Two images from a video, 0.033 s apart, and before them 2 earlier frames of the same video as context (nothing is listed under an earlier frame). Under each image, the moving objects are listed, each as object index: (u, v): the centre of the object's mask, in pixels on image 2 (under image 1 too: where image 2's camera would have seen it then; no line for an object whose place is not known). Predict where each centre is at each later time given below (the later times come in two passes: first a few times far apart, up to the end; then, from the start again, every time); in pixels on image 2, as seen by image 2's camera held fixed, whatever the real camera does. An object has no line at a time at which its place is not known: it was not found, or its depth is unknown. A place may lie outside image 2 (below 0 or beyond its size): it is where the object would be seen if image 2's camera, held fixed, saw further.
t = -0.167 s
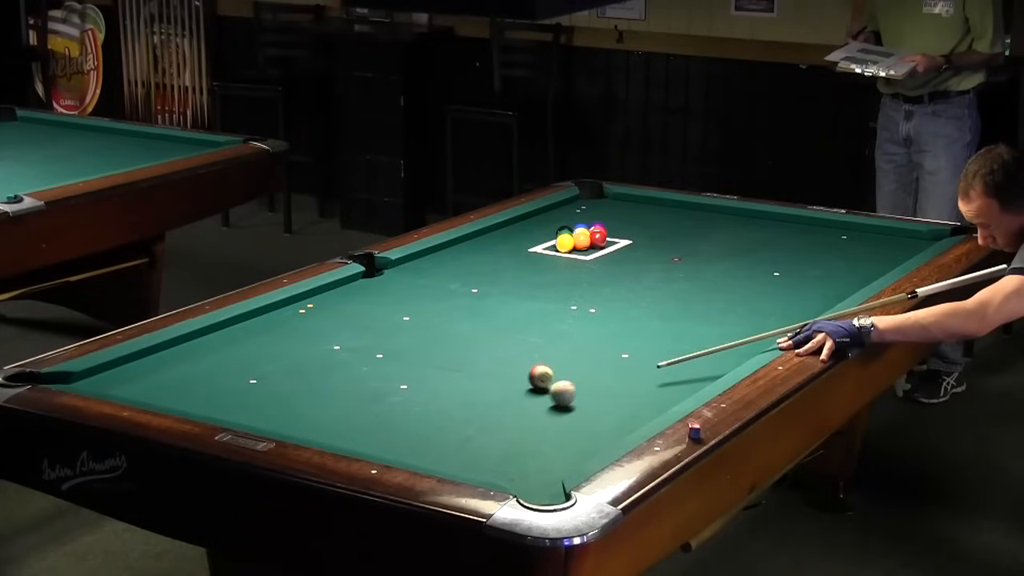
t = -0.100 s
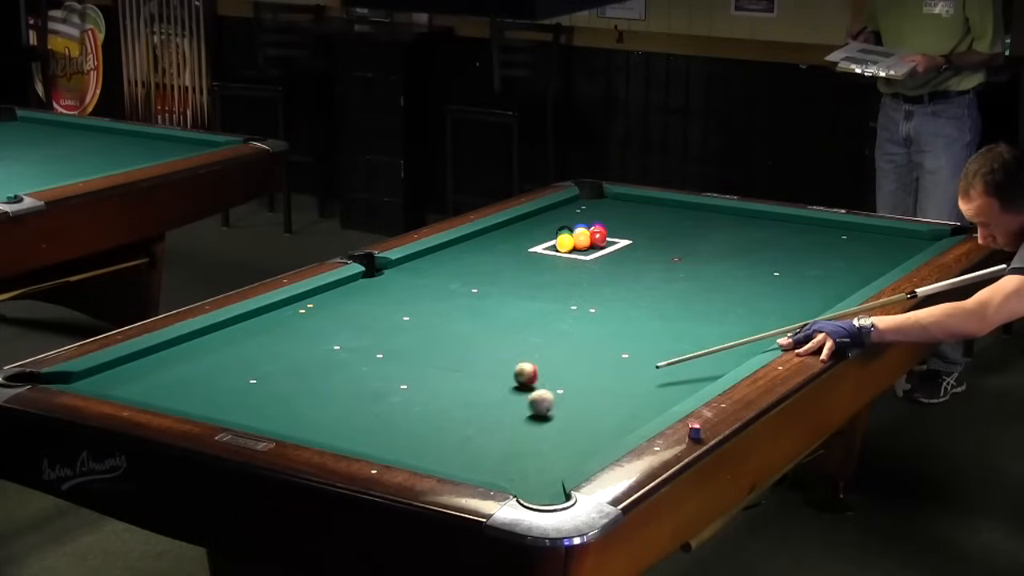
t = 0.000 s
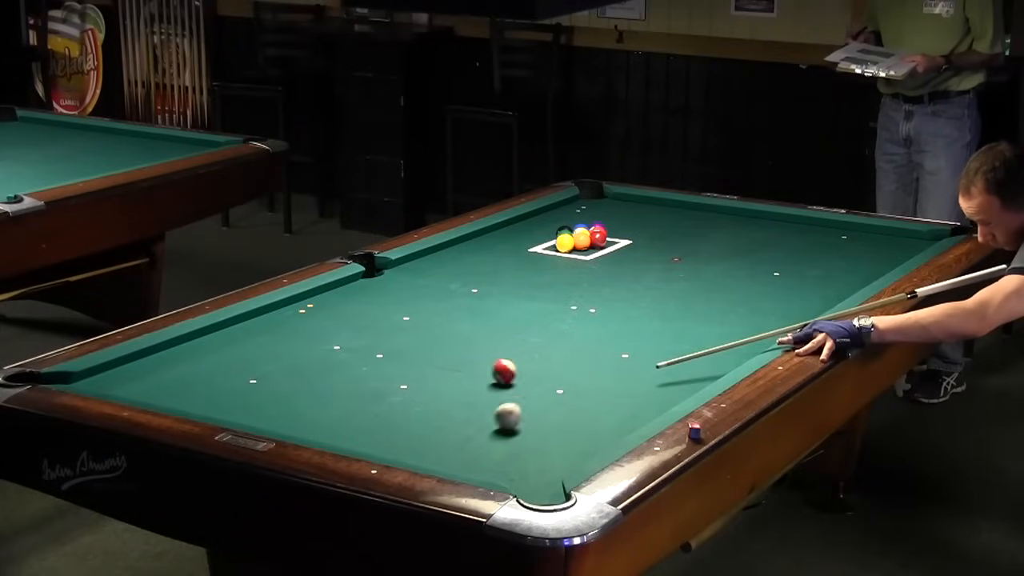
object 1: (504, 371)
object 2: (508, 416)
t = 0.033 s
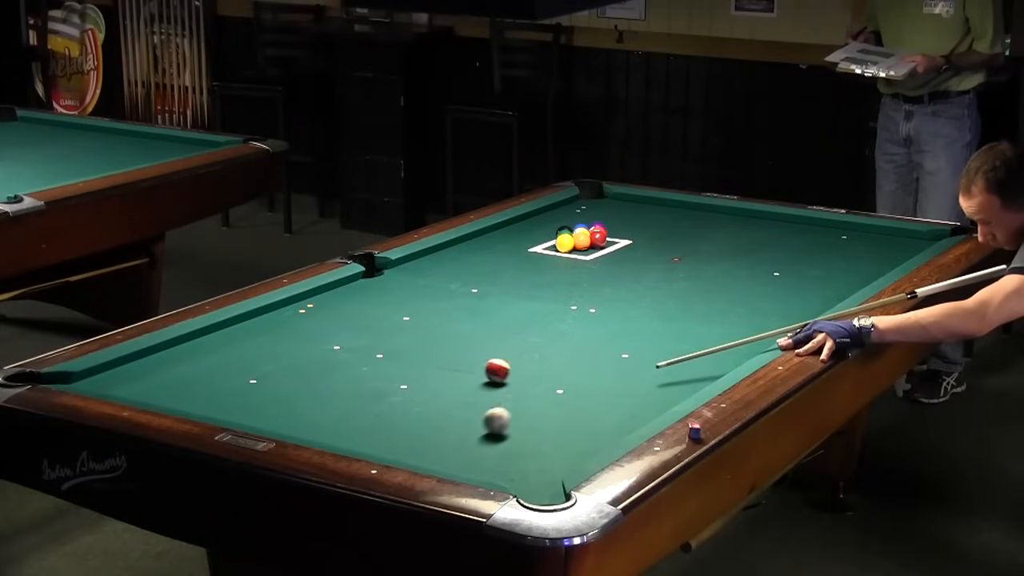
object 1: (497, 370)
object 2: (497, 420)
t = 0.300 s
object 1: (443, 363)
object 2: (407, 452)
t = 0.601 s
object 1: (387, 355)
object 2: (452, 421)
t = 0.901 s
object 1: (337, 348)
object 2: (491, 390)
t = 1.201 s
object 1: (291, 341)
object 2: (524, 363)
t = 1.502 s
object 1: (247, 335)
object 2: (553, 339)
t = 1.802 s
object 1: (215, 331)
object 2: (577, 319)
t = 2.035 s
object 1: (230, 335)
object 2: (594, 304)
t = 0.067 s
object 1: (490, 370)
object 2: (486, 425)
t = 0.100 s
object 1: (483, 369)
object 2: (474, 430)
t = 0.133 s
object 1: (477, 368)
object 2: (462, 435)
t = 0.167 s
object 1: (470, 367)
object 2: (450, 440)
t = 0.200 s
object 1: (463, 365)
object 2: (438, 444)
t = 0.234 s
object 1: (456, 364)
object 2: (426, 450)
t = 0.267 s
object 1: (449, 364)
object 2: (415, 452)
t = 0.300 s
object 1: (443, 363)
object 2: (407, 452)
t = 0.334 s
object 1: (437, 362)
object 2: (413, 451)
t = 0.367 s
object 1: (431, 361)
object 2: (418, 448)
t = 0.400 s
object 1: (424, 360)
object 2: (423, 444)
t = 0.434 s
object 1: (418, 359)
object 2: (428, 440)
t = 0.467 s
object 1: (412, 358)
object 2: (433, 436)
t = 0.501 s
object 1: (406, 358)
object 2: (438, 432)
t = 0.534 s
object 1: (400, 356)
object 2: (443, 428)
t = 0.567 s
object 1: (393, 356)
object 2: (448, 425)
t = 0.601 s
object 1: (387, 355)
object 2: (452, 421)
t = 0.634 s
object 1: (382, 354)
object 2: (457, 417)
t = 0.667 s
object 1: (376, 353)
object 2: (461, 413)
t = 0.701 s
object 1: (370, 353)
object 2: (466, 410)
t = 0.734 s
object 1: (364, 352)
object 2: (470, 406)
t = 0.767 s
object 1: (359, 351)
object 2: (475, 403)
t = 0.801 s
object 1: (353, 349)
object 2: (479, 399)
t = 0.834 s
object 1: (348, 349)
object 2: (483, 396)
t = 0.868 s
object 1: (342, 348)
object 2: (487, 393)
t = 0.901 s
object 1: (337, 348)
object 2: (491, 390)
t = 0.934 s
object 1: (331, 346)
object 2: (495, 386)
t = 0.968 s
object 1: (326, 346)
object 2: (499, 383)
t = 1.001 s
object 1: (321, 345)
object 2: (503, 380)
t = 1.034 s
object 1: (316, 345)
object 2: (506, 377)
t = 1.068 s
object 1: (310, 344)
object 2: (510, 374)
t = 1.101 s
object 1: (305, 343)
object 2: (514, 371)
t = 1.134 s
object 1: (300, 342)
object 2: (517, 368)
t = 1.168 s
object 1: (295, 342)
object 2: (521, 365)
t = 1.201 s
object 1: (291, 341)
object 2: (524, 363)
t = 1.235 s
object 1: (285, 340)
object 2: (528, 360)
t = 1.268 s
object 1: (280, 340)
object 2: (531, 357)
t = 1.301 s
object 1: (276, 339)
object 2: (534, 354)
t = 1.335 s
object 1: (271, 338)
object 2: (537, 352)
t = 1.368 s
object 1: (266, 337)
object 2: (541, 349)
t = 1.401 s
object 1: (261, 337)
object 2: (544, 347)
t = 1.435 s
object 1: (256, 336)
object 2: (547, 344)
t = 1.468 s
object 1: (252, 336)
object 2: (550, 342)
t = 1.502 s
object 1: (247, 335)
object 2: (553, 339)
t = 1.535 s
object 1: (243, 335)
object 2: (556, 337)
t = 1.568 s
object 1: (238, 334)
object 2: (559, 334)
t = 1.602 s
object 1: (234, 333)
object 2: (561, 332)
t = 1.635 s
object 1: (230, 332)
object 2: (564, 330)
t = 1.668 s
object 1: (226, 332)
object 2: (567, 328)
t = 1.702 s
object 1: (221, 332)
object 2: (569, 325)
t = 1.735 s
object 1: (217, 331)
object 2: (572, 323)
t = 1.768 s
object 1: (214, 330)
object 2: (575, 321)
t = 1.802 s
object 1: (215, 331)
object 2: (577, 319)
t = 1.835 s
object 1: (217, 332)
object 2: (579, 317)
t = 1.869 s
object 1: (219, 332)
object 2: (582, 315)
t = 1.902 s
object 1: (222, 333)
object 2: (584, 312)
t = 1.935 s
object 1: (224, 333)
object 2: (587, 311)
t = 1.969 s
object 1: (226, 334)
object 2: (590, 309)
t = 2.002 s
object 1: (228, 334)
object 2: (592, 307)
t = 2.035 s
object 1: (230, 335)
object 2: (594, 304)
